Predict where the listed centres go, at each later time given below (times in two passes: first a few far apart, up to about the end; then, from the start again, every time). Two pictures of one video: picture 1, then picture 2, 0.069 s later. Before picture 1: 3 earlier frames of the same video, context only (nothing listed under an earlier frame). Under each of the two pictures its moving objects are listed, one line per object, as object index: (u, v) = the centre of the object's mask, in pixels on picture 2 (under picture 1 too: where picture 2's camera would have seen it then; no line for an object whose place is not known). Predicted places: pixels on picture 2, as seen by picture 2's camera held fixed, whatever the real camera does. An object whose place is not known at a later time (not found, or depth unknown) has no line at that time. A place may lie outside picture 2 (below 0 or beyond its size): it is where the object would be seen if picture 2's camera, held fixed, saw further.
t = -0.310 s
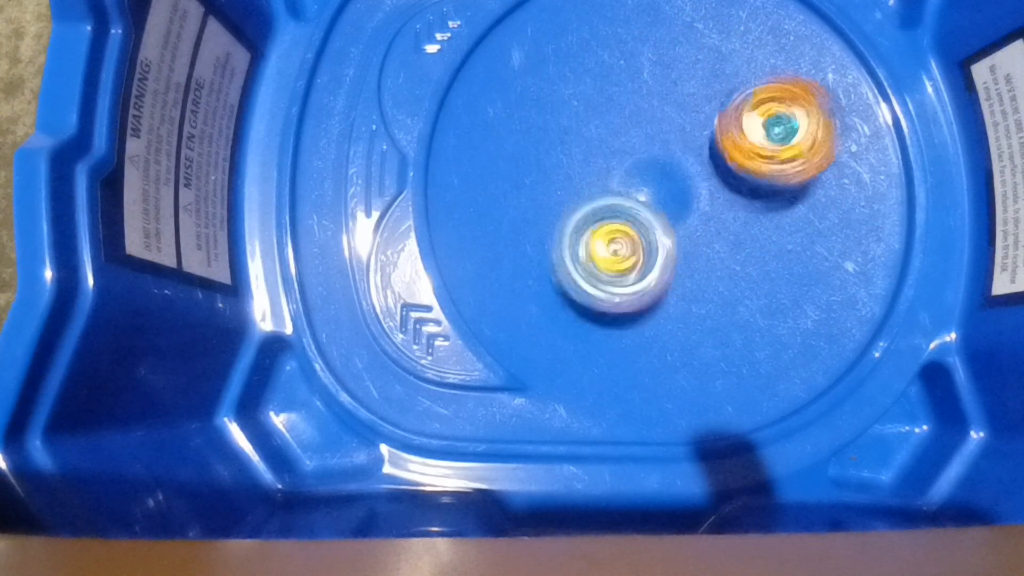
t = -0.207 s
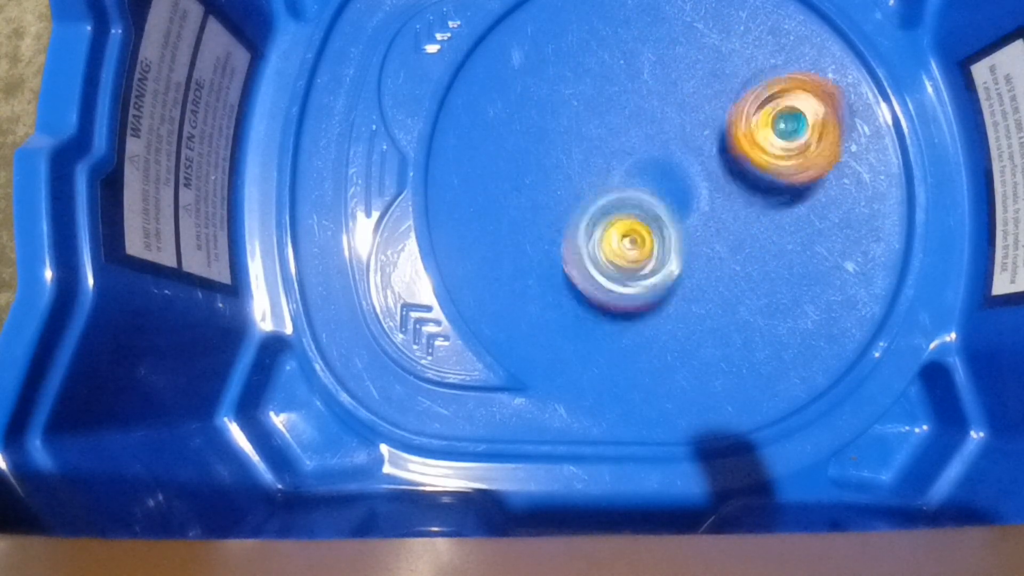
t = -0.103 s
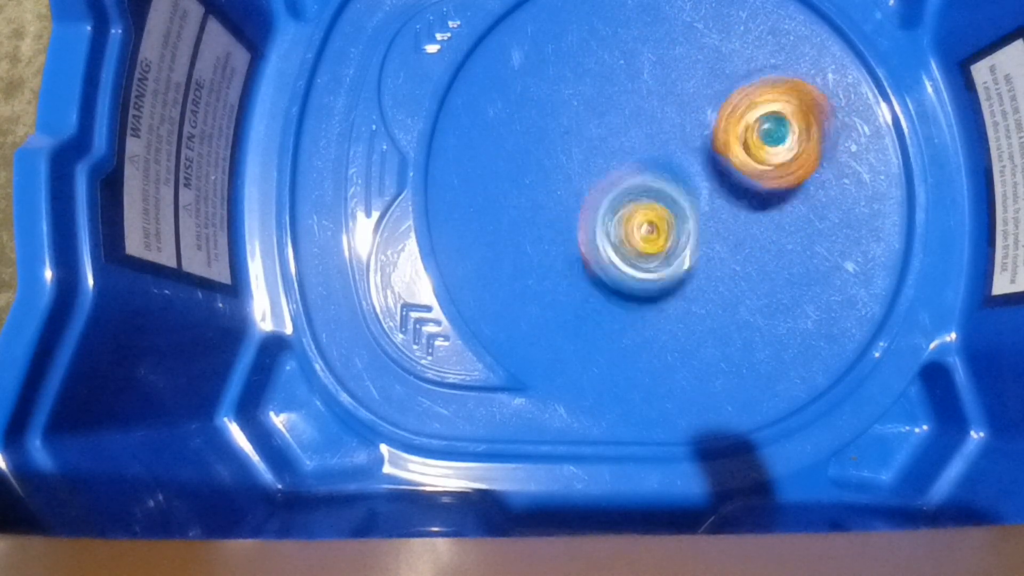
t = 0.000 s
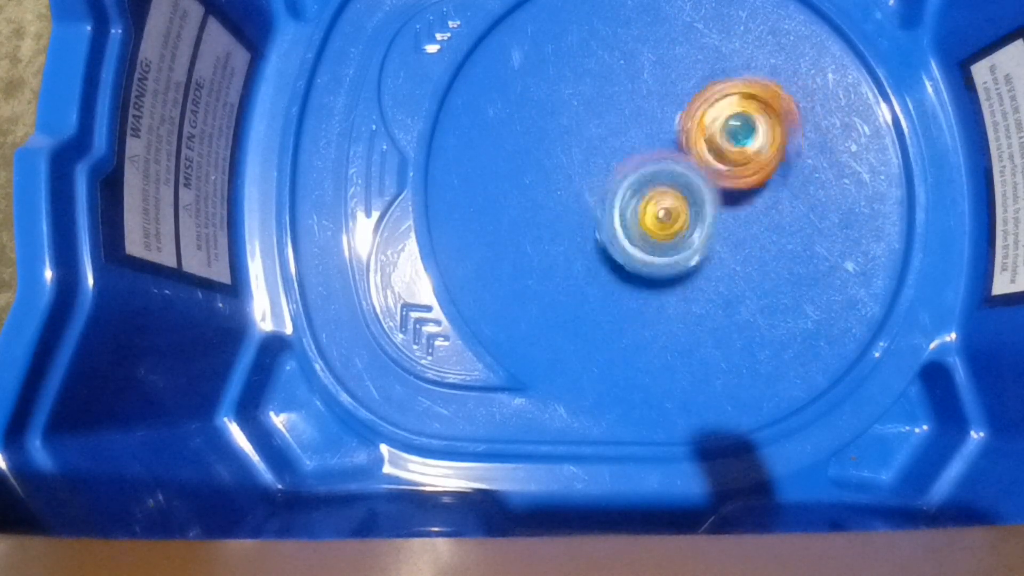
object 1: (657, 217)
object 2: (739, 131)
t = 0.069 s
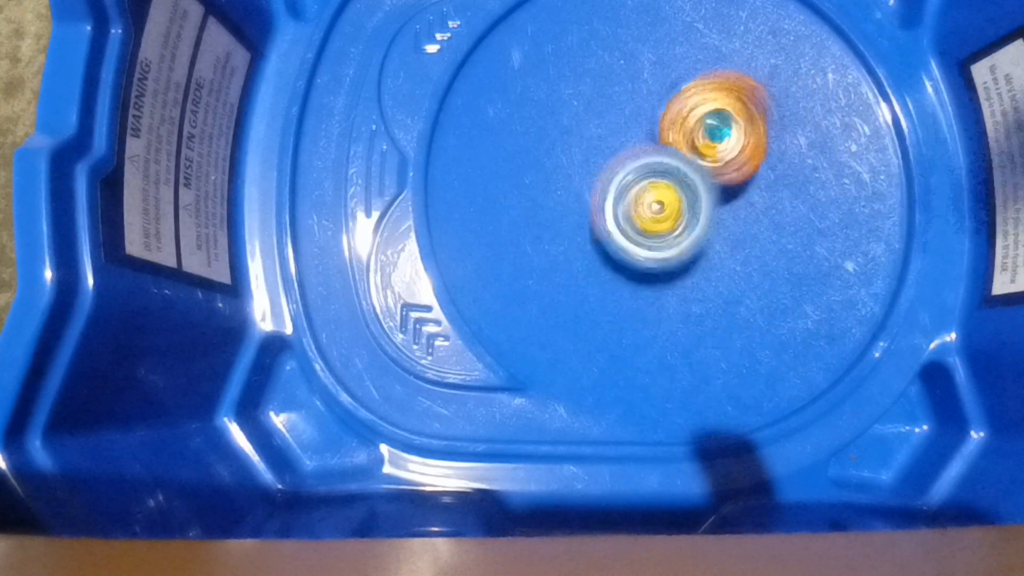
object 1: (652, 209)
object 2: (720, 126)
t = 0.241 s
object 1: (639, 233)
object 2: (672, 101)
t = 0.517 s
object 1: (645, 259)
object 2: (624, 96)
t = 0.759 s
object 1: (669, 243)
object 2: (608, 129)
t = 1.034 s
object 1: (724, 220)
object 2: (619, 147)
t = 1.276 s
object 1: (762, 196)
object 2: (632, 160)
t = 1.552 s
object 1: (744, 159)
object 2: (623, 157)
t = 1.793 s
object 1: (751, 148)
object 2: (607, 147)
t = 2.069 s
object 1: (737, 171)
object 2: (611, 147)
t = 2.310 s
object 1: (733, 192)
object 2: (607, 154)
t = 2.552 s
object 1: (709, 211)
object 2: (598, 144)
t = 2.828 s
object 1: (710, 233)
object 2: (610, 141)
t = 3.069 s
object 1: (702, 219)
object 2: (620, 121)
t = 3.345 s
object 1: (729, 213)
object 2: (638, 123)
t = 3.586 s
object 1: (724, 207)
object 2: (626, 117)
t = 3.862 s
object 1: (728, 210)
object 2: (644, 109)
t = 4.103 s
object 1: (720, 201)
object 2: (646, 118)
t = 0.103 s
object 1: (651, 215)
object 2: (710, 119)
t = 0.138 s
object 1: (641, 219)
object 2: (699, 114)
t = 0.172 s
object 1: (641, 221)
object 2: (690, 108)
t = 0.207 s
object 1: (642, 227)
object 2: (680, 103)
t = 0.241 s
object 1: (639, 233)
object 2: (672, 101)
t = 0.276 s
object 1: (642, 245)
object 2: (667, 99)
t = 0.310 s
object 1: (636, 251)
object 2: (662, 97)
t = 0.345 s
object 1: (637, 252)
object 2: (652, 95)
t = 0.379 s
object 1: (638, 262)
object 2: (642, 94)
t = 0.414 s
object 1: (636, 262)
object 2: (634, 95)
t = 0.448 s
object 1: (641, 264)
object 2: (629, 96)
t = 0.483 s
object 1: (640, 262)
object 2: (627, 97)
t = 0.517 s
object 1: (645, 259)
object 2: (624, 96)
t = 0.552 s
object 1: (647, 261)
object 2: (619, 102)
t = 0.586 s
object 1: (647, 255)
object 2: (620, 108)
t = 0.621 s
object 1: (655, 252)
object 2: (618, 113)
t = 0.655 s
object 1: (655, 251)
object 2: (617, 118)
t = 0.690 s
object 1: (655, 243)
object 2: (614, 126)
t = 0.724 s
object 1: (667, 244)
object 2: (611, 128)
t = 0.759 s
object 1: (669, 243)
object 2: (608, 129)
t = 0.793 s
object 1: (677, 237)
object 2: (606, 131)
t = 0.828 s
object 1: (688, 237)
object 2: (607, 134)
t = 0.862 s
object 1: (690, 234)
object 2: (609, 135)
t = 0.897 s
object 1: (700, 227)
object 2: (609, 137)
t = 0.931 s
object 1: (707, 225)
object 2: (610, 141)
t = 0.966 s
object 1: (711, 222)
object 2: (615, 142)
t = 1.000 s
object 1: (721, 221)
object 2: (615, 144)
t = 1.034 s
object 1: (724, 220)
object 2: (619, 147)
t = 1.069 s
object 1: (729, 217)
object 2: (625, 148)
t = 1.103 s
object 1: (742, 216)
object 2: (626, 150)
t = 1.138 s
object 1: (748, 215)
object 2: (627, 152)
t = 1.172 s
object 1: (750, 208)
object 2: (631, 155)
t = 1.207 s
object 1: (760, 206)
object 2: (633, 156)
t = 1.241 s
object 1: (761, 202)
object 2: (633, 157)
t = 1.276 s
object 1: (762, 196)
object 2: (632, 160)
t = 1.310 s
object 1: (764, 196)
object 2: (629, 162)
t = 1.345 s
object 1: (761, 188)
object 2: (623, 162)
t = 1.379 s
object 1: (763, 182)
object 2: (622, 163)
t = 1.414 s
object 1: (763, 183)
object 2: (625, 163)
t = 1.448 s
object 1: (754, 177)
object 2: (625, 160)
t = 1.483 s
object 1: (753, 168)
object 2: (623, 156)
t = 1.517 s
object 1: (751, 164)
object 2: (623, 156)
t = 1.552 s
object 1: (744, 159)
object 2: (623, 157)
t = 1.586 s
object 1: (744, 157)
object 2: (619, 155)
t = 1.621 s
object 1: (745, 158)
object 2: (615, 152)
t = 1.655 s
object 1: (739, 155)
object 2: (616, 154)
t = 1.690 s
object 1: (745, 148)
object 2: (616, 152)
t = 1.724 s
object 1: (751, 151)
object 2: (611, 150)
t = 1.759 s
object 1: (750, 151)
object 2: (607, 148)
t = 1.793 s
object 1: (751, 148)
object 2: (607, 147)
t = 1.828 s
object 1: (754, 153)
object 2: (605, 144)
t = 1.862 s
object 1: (751, 154)
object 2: (607, 143)
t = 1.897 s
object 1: (748, 153)
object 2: (609, 142)
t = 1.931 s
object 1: (748, 158)
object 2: (610, 141)
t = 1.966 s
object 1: (739, 160)
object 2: (614, 141)
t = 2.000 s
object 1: (738, 160)
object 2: (612, 141)
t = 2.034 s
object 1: (743, 165)
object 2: (609, 143)
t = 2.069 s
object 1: (737, 171)
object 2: (611, 147)
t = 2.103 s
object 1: (732, 171)
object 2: (613, 146)
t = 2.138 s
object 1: (735, 173)
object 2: (614, 141)
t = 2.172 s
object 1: (737, 181)
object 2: (613, 140)
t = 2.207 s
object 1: (732, 184)
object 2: (612, 141)
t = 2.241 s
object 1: (726, 184)
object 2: (610, 142)
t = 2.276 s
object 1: (730, 185)
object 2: (605, 147)
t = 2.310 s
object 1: (733, 192)
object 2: (607, 154)
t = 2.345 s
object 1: (726, 198)
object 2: (609, 153)
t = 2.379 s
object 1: (722, 198)
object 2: (609, 150)
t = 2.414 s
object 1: (724, 199)
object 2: (608, 148)
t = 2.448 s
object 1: (722, 202)
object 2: (608, 142)
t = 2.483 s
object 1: (716, 203)
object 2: (603, 141)
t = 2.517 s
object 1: (710, 206)
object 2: (598, 141)
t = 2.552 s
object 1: (709, 211)
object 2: (598, 144)
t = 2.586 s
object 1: (705, 217)
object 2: (599, 148)
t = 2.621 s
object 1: (704, 222)
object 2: (602, 149)
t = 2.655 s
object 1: (705, 223)
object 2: (608, 146)
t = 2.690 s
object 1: (710, 228)
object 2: (609, 144)
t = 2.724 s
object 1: (710, 232)
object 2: (610, 142)
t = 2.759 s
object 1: (707, 233)
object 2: (610, 140)
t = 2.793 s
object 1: (707, 231)
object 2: (608, 138)
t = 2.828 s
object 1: (710, 233)
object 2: (610, 141)
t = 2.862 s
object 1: (710, 232)
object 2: (617, 144)
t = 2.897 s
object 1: (708, 231)
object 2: (622, 142)
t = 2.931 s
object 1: (707, 230)
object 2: (624, 135)
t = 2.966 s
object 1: (708, 232)
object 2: (624, 127)
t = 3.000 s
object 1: (703, 231)
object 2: (622, 123)
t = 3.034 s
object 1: (702, 225)
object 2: (620, 121)
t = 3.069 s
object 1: (702, 219)
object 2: (620, 121)
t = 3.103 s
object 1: (705, 213)
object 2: (621, 122)
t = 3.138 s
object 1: (716, 215)
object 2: (626, 123)
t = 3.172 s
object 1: (727, 219)
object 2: (630, 118)
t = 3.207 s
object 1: (729, 220)
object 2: (630, 115)
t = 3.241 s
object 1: (736, 224)
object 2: (631, 113)
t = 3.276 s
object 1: (737, 223)
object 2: (630, 112)
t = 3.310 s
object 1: (732, 219)
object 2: (633, 119)
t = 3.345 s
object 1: (729, 213)
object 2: (638, 123)
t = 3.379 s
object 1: (729, 215)
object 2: (643, 124)
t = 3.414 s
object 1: (727, 213)
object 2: (644, 123)
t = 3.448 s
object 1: (722, 208)
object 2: (644, 122)
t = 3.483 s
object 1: (721, 204)
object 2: (643, 122)
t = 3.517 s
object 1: (723, 204)
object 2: (641, 121)
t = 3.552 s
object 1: (724, 208)
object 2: (633, 116)
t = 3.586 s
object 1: (724, 207)
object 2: (626, 117)
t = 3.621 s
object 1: (723, 211)
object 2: (621, 117)
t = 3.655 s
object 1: (726, 214)
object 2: (622, 118)
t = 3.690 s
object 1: (727, 214)
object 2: (626, 120)
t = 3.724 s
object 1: (730, 214)
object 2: (631, 119)
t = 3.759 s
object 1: (729, 212)
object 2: (636, 118)
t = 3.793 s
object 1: (732, 212)
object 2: (641, 115)
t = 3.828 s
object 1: (731, 211)
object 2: (643, 112)
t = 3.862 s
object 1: (728, 210)
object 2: (644, 109)
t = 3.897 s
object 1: (726, 206)
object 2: (644, 108)
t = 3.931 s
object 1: (724, 204)
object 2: (643, 109)
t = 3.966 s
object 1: (718, 203)
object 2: (643, 109)
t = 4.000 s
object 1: (718, 204)
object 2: (643, 111)
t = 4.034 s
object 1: (719, 202)
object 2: (645, 113)
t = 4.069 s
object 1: (719, 203)
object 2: (645, 115)
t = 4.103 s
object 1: (720, 201)
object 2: (646, 118)
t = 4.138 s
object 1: (720, 201)
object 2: (646, 122)
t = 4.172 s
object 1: (721, 199)
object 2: (646, 127)
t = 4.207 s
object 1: (723, 195)
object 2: (645, 133)
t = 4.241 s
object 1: (726, 194)
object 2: (645, 138)
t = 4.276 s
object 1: (724, 195)
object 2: (642, 142)
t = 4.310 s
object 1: (724, 195)
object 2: (640, 145)
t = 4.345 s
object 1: (724, 195)
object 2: (638, 148)
